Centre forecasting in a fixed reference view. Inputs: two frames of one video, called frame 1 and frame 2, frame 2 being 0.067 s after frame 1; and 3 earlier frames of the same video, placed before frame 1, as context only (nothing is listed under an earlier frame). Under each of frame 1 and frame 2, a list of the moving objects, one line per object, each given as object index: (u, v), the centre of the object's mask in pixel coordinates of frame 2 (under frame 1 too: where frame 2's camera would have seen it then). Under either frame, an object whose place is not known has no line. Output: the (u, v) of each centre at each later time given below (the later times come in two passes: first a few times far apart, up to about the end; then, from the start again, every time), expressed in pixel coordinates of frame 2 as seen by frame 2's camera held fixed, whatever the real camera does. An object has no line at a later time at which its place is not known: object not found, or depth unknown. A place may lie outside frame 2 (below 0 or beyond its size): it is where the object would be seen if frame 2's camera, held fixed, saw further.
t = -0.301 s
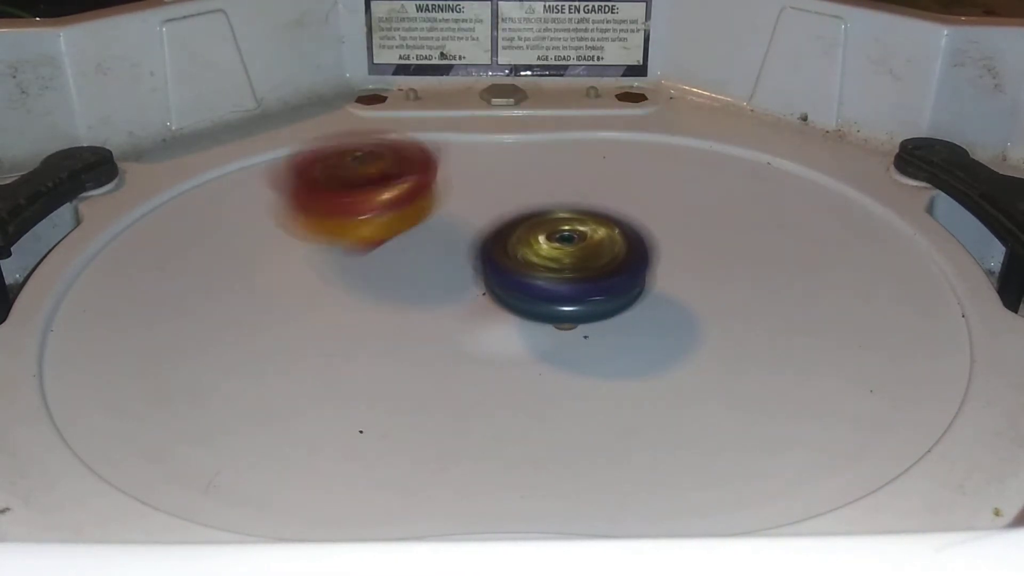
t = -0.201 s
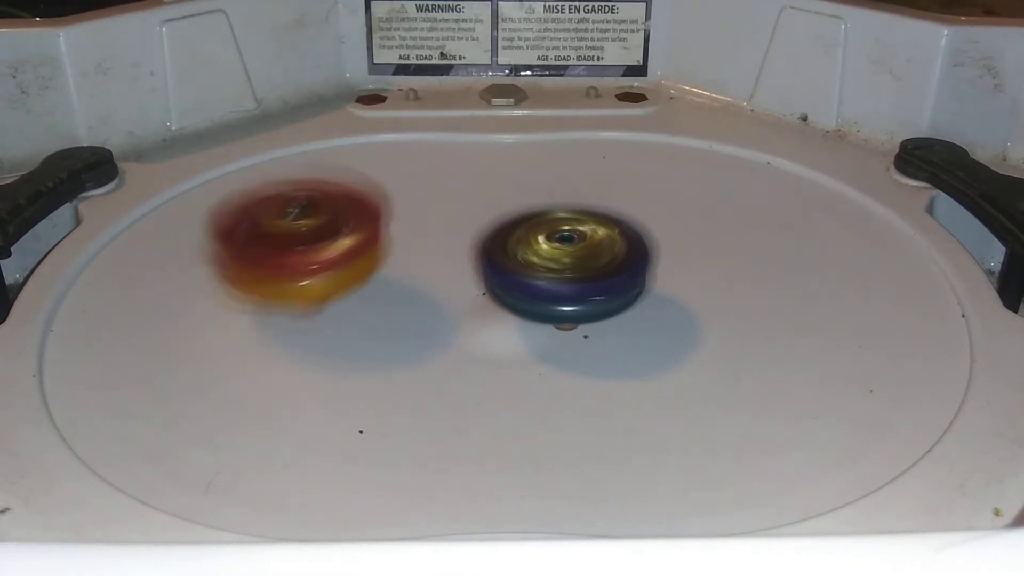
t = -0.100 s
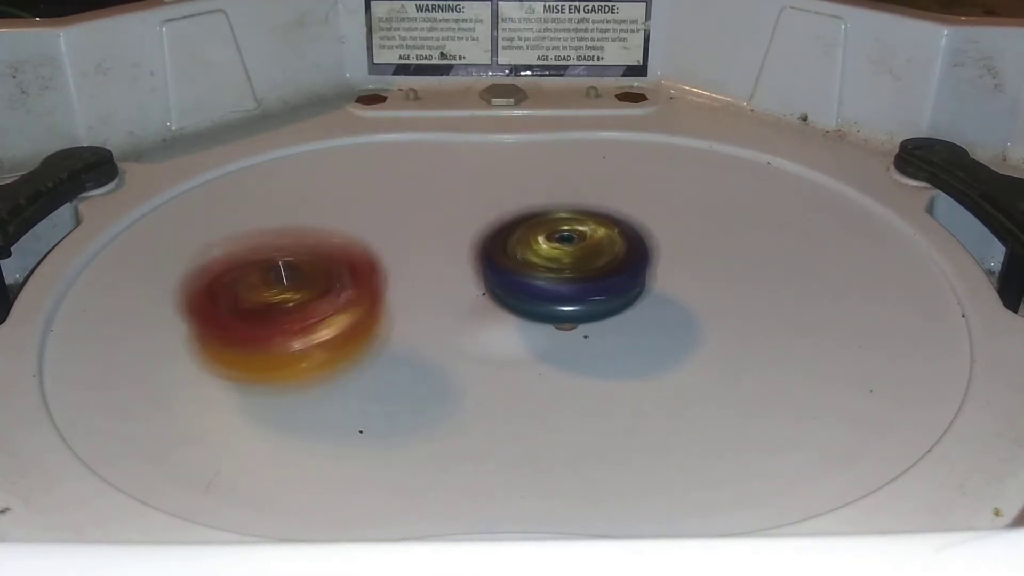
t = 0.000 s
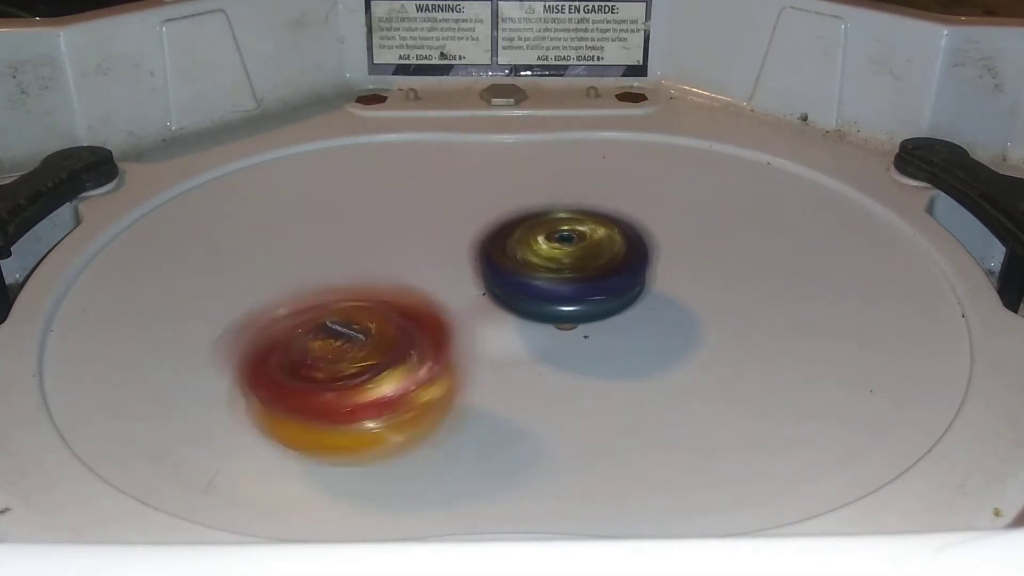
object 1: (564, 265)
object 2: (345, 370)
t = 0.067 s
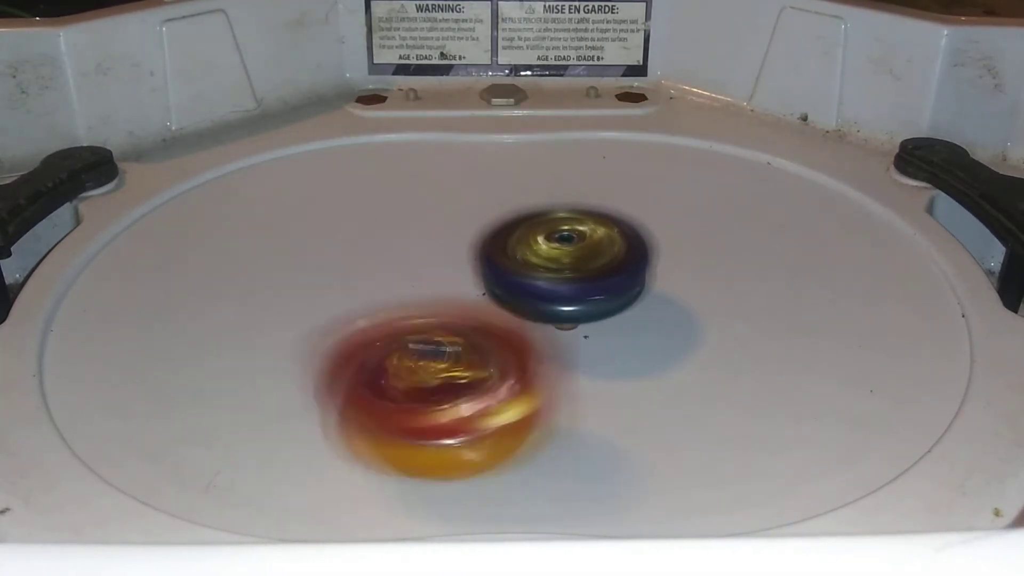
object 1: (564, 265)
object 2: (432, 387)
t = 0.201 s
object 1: (561, 260)
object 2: (655, 383)
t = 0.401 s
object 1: (563, 264)
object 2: (774, 266)
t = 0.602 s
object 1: (563, 264)
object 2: (684, 167)
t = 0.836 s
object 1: (563, 263)
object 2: (466, 152)
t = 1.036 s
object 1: (563, 264)
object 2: (319, 232)
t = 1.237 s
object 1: (564, 264)
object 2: (343, 355)
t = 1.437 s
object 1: (565, 260)
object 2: (591, 390)
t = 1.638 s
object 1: (564, 265)
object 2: (753, 301)
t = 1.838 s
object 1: (523, 255)
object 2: (759, 187)
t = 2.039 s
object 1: (498, 246)
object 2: (653, 124)
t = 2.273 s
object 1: (454, 274)
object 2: (481, 164)
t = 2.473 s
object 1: (422, 308)
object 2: (397, 198)
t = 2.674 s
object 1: (468, 341)
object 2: (330, 212)
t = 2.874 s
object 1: (499, 337)
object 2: (374, 234)
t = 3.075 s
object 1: (540, 323)
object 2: (464, 224)
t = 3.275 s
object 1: (568, 300)
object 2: (513, 194)
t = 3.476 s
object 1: (616, 309)
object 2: (507, 158)
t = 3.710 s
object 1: (705, 383)
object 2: (373, 145)
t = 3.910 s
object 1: (677, 363)
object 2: (398, 239)
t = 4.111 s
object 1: (716, 338)
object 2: (429, 330)
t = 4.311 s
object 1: (726, 321)
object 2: (359, 352)
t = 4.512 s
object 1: (677, 307)
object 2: (340, 340)
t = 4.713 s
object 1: (584, 293)
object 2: (388, 299)
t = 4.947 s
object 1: (677, 248)
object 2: (240, 278)
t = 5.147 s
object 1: (661, 251)
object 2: (292, 253)
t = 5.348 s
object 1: (641, 263)
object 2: (407, 257)
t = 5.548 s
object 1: (733, 268)
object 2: (346, 296)
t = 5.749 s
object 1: (765, 274)
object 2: (243, 324)
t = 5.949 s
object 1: (755, 274)
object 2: (272, 321)
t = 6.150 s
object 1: (718, 281)
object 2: (389, 300)
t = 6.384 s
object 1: (739, 294)
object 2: (394, 293)
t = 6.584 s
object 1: (747, 300)
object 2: (376, 300)
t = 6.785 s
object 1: (735, 305)
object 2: (441, 297)
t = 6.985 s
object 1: (706, 301)
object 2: (504, 297)
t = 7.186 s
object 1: (710, 289)
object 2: (413, 286)
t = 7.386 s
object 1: (657, 277)
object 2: (405, 261)
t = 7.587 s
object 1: (564, 290)
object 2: (435, 230)
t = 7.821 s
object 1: (602, 317)
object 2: (446, 223)
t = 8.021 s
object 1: (610, 305)
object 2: (438, 247)
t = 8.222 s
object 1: (614, 301)
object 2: (392, 236)
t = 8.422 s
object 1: (613, 295)
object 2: (401, 215)
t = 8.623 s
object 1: (590, 288)
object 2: (458, 226)
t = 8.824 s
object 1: (582, 307)
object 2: (464, 230)
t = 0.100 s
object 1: (564, 265)
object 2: (489, 390)
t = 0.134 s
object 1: (564, 264)
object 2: (548, 393)
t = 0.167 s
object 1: (563, 260)
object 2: (605, 391)
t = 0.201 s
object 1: (561, 260)
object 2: (655, 383)
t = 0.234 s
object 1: (562, 263)
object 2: (697, 370)
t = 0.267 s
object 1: (563, 264)
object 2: (729, 353)
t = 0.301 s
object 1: (563, 264)
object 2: (753, 330)
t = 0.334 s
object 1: (563, 264)
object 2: (767, 310)
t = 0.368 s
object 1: (563, 264)
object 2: (774, 288)
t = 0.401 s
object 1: (563, 264)
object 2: (774, 266)
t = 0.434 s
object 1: (563, 264)
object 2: (770, 245)
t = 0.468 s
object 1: (563, 264)
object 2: (760, 226)
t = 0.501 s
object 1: (563, 264)
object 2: (746, 209)
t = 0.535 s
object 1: (563, 264)
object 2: (729, 194)
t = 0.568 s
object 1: (563, 264)
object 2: (708, 179)
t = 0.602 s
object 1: (563, 264)
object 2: (684, 167)
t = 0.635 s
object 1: (562, 264)
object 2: (654, 157)
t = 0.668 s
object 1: (563, 264)
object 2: (625, 150)
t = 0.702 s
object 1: (563, 264)
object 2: (594, 144)
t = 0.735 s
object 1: (563, 264)
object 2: (564, 141)
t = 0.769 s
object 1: (563, 264)
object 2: (528, 141)
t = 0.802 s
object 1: (563, 263)
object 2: (498, 143)
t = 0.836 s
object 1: (563, 263)
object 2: (466, 152)
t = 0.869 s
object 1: (563, 263)
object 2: (434, 162)
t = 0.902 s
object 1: (563, 263)
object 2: (403, 172)
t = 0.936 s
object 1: (563, 264)
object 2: (379, 186)
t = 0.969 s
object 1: (563, 263)
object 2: (354, 200)
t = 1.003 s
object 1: (563, 264)
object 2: (334, 215)
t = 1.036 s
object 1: (563, 264)
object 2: (319, 232)
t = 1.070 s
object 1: (563, 263)
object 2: (308, 250)
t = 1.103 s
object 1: (563, 263)
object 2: (303, 270)
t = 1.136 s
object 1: (563, 264)
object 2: (302, 297)
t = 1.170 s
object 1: (563, 264)
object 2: (309, 316)
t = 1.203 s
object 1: (563, 264)
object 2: (323, 339)
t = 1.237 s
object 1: (564, 264)
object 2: (343, 355)
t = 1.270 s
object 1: (564, 264)
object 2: (372, 369)
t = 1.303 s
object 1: (564, 264)
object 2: (405, 379)
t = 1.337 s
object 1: (564, 264)
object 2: (442, 384)
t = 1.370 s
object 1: (565, 263)
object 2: (490, 388)
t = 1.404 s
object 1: (564, 263)
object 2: (537, 390)
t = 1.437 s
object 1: (565, 260)
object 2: (591, 390)
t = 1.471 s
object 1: (562, 261)
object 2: (634, 383)
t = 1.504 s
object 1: (560, 261)
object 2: (677, 373)
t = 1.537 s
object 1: (560, 264)
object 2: (707, 358)
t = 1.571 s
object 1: (563, 265)
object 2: (729, 339)
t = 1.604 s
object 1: (563, 265)
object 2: (744, 321)
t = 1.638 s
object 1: (564, 265)
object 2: (753, 301)
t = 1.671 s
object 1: (563, 265)
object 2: (756, 281)
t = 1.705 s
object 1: (564, 265)
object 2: (755, 262)
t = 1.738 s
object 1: (548, 264)
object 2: (760, 243)
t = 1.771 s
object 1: (532, 261)
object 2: (765, 223)
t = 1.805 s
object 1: (526, 258)
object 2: (764, 204)
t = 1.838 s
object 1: (523, 255)
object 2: (759, 187)
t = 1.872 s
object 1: (521, 253)
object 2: (748, 171)
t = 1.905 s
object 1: (518, 250)
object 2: (733, 157)
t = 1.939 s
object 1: (514, 247)
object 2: (717, 145)
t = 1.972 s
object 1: (509, 246)
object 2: (698, 136)
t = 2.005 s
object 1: (504, 246)
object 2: (676, 128)
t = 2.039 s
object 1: (498, 246)
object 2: (653, 124)
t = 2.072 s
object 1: (491, 245)
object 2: (627, 123)
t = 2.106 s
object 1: (484, 246)
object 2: (600, 125)
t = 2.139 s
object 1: (480, 248)
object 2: (576, 128)
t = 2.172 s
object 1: (474, 250)
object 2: (550, 135)
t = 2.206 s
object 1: (469, 252)
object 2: (526, 146)
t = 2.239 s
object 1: (465, 255)
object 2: (502, 157)
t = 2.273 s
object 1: (454, 274)
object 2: (481, 164)
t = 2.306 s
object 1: (438, 289)
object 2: (465, 166)
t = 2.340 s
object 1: (429, 298)
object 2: (451, 169)
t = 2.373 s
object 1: (425, 303)
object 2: (434, 174)
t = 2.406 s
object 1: (422, 306)
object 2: (420, 181)
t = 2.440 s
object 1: (421, 307)
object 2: (407, 190)
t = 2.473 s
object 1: (422, 308)
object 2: (397, 198)
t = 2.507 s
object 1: (428, 313)
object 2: (385, 211)
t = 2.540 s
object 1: (446, 332)
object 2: (370, 214)
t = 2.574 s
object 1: (456, 334)
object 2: (356, 212)
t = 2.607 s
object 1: (464, 339)
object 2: (348, 211)
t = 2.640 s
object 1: (466, 341)
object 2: (339, 212)
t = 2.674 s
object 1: (468, 341)
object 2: (330, 212)
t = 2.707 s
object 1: (473, 342)
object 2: (328, 216)
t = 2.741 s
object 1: (477, 342)
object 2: (327, 217)
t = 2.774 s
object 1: (482, 341)
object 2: (336, 221)
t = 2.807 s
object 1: (488, 340)
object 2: (345, 225)
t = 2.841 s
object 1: (494, 338)
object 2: (359, 229)
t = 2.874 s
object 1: (499, 337)
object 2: (374, 234)
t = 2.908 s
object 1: (506, 334)
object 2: (391, 236)
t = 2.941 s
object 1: (512, 332)
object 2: (406, 237)
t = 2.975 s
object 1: (522, 334)
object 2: (425, 237)
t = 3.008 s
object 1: (532, 333)
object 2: (441, 233)
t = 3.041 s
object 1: (536, 326)
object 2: (452, 227)
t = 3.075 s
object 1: (540, 323)
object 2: (464, 224)
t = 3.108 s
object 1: (545, 318)
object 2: (475, 219)
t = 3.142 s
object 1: (551, 314)
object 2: (486, 214)
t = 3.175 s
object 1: (555, 311)
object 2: (497, 209)
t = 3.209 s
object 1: (559, 307)
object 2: (506, 203)
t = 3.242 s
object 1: (566, 305)
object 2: (511, 200)
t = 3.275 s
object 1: (568, 300)
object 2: (513, 194)
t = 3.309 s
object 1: (569, 293)
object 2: (515, 189)
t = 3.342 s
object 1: (571, 288)
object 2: (517, 184)
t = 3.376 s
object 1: (573, 282)
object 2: (516, 180)
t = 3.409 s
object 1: (574, 276)
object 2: (518, 179)
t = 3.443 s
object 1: (579, 274)
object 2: (521, 178)
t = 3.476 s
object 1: (616, 309)
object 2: (507, 158)
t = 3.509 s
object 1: (652, 340)
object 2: (492, 120)
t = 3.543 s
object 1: (681, 361)
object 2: (470, 104)
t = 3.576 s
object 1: (705, 377)
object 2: (446, 102)
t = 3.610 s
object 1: (716, 386)
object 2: (425, 113)
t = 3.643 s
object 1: (715, 386)
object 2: (405, 124)
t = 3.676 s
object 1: (709, 385)
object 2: (388, 133)
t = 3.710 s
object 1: (705, 383)
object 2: (373, 145)
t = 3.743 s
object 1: (700, 381)
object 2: (367, 159)
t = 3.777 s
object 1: (696, 377)
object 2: (366, 175)
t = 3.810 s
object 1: (691, 373)
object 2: (370, 191)
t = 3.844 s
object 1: (687, 370)
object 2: (377, 211)
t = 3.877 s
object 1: (682, 366)
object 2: (388, 223)
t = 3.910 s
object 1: (677, 363)
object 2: (398, 239)
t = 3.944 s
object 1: (672, 359)
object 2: (411, 260)
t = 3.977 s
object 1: (666, 357)
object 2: (429, 272)
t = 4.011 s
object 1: (661, 353)
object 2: (445, 292)
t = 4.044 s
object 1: (658, 349)
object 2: (461, 311)
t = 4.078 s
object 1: (685, 344)
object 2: (451, 314)
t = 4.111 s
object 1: (716, 338)
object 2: (429, 330)
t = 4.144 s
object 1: (735, 332)
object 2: (409, 339)
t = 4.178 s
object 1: (739, 329)
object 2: (398, 340)
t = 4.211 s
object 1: (737, 327)
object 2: (390, 343)
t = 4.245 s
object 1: (734, 324)
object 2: (381, 348)
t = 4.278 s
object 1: (730, 322)
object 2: (374, 350)
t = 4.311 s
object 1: (726, 321)
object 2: (359, 352)
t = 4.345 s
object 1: (721, 319)
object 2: (348, 357)
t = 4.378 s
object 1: (715, 317)
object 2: (345, 355)
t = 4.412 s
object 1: (707, 314)
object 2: (342, 352)
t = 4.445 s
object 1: (697, 312)
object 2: (340, 349)
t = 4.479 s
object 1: (687, 310)
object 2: (337, 344)
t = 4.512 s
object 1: (677, 307)
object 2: (340, 340)
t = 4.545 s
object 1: (664, 305)
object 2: (344, 333)
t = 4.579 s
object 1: (648, 304)
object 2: (351, 325)
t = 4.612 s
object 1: (631, 301)
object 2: (361, 316)
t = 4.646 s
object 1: (614, 298)
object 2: (373, 309)
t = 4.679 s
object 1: (596, 296)
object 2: (384, 306)
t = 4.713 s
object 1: (584, 293)
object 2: (388, 299)
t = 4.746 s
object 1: (618, 281)
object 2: (337, 298)
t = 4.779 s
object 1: (648, 266)
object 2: (297, 296)
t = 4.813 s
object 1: (668, 256)
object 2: (272, 295)
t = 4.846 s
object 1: (678, 250)
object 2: (261, 293)
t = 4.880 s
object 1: (682, 246)
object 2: (254, 288)
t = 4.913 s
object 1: (678, 246)
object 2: (243, 282)
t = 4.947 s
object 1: (677, 248)
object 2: (240, 278)
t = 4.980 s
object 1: (676, 248)
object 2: (241, 274)
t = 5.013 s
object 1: (673, 247)
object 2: (247, 269)
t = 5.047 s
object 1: (669, 248)
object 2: (253, 263)
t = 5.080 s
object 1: (666, 249)
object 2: (263, 260)
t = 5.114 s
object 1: (663, 251)
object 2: (277, 258)
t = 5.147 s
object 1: (661, 251)
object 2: (292, 253)
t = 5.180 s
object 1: (657, 253)
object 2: (314, 250)
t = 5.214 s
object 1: (652, 254)
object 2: (337, 250)
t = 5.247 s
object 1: (650, 257)
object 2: (352, 250)
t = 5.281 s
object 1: (646, 258)
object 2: (366, 252)
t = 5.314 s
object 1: (643, 260)
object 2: (388, 251)
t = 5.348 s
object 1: (641, 263)
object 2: (407, 257)
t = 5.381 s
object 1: (637, 267)
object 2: (424, 261)
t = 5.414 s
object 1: (634, 269)
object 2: (441, 266)
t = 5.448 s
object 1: (637, 273)
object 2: (449, 268)
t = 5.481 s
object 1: (681, 271)
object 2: (407, 274)
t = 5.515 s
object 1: (709, 264)
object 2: (374, 282)
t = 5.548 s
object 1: (733, 268)
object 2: (346, 296)
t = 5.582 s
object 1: (748, 270)
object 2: (320, 302)
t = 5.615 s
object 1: (758, 272)
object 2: (298, 312)
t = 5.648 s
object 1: (764, 275)
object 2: (286, 317)
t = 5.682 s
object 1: (765, 275)
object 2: (272, 320)
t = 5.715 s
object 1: (767, 273)
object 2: (259, 322)
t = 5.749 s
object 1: (765, 274)
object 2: (243, 324)
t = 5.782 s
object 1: (765, 273)
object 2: (236, 329)
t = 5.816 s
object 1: (764, 273)
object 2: (237, 329)
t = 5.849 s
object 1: (762, 272)
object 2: (239, 327)
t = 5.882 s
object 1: (761, 272)
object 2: (247, 326)
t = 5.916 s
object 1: (757, 273)
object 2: (258, 324)
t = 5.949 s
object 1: (755, 274)
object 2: (272, 321)
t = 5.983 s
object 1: (753, 275)
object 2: (286, 315)
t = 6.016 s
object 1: (750, 277)
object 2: (305, 311)
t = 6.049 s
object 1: (744, 276)
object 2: (324, 305)
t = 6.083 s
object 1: (737, 278)
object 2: (345, 302)
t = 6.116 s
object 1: (728, 279)
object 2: (368, 299)
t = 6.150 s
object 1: (718, 281)
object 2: (389, 300)
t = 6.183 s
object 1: (705, 284)
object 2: (410, 300)
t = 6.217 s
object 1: (693, 287)
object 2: (426, 299)
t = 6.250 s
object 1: (676, 292)
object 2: (447, 298)
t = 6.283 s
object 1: (664, 295)
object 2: (467, 298)
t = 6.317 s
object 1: (686, 291)
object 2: (454, 294)
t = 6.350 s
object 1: (713, 290)
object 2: (422, 299)
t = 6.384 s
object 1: (739, 294)
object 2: (394, 293)
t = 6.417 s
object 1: (749, 295)
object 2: (378, 294)
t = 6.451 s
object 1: (754, 298)
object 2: (372, 293)
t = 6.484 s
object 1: (754, 300)
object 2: (374, 298)
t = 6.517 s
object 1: (752, 299)
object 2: (375, 297)
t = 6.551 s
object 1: (751, 299)
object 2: (377, 299)
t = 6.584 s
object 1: (747, 300)
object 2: (376, 300)
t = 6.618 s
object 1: (747, 300)
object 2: (383, 298)
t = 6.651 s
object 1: (745, 300)
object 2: (396, 299)
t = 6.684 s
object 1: (742, 302)
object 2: (409, 298)
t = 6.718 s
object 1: (742, 304)
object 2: (421, 298)
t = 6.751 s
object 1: (740, 306)
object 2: (431, 299)
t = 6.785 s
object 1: (735, 305)
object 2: (441, 297)
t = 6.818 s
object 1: (731, 307)
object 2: (452, 297)
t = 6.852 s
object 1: (725, 306)
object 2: (467, 294)
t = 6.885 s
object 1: (715, 308)
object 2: (486, 295)
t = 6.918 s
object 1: (706, 310)
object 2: (505, 295)
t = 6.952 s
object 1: (708, 304)
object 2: (508, 296)
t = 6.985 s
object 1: (706, 301)
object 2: (504, 297)
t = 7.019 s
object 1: (704, 300)
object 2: (504, 299)
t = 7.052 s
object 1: (712, 300)
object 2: (484, 294)
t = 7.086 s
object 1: (715, 296)
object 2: (463, 296)
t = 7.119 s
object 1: (715, 294)
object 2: (446, 286)
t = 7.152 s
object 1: (711, 291)
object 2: (427, 290)
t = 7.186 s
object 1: (710, 289)
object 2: (413, 286)
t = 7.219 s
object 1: (706, 288)
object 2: (404, 283)
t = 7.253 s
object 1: (700, 286)
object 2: (399, 280)
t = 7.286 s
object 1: (692, 282)
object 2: (397, 274)
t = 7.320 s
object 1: (683, 281)
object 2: (395, 272)
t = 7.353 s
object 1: (670, 279)
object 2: (402, 263)
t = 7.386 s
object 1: (657, 277)
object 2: (405, 261)
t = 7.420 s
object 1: (642, 277)
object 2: (407, 252)
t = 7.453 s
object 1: (624, 280)
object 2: (413, 246)
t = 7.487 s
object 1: (607, 282)
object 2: (421, 246)
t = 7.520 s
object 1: (590, 283)
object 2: (432, 243)
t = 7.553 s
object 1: (573, 288)
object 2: (436, 238)
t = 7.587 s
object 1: (564, 290)
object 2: (435, 230)
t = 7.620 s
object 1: (579, 297)
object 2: (437, 228)
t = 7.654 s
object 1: (587, 302)
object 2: (430, 224)
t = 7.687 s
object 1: (590, 304)
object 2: (431, 221)
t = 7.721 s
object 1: (592, 308)
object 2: (437, 219)
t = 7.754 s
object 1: (596, 312)
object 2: (442, 219)
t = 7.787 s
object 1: (601, 316)
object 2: (446, 221)
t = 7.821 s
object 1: (602, 317)
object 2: (446, 223)
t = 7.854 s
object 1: (605, 316)
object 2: (445, 227)
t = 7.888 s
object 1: (610, 314)
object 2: (443, 229)
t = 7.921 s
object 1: (614, 311)
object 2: (442, 235)
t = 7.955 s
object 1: (613, 310)
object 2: (441, 239)
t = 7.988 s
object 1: (614, 308)
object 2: (443, 243)
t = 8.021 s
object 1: (610, 305)
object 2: (438, 247)
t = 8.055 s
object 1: (605, 303)
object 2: (436, 249)
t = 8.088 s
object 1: (600, 302)
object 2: (432, 250)
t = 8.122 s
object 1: (595, 299)
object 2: (428, 250)
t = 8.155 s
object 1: (592, 295)
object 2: (423, 249)
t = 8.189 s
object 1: (608, 301)
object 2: (404, 242)
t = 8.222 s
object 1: (614, 301)
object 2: (392, 236)
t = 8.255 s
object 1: (622, 307)
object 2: (377, 226)
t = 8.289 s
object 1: (623, 301)
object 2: (371, 219)
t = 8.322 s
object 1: (622, 299)
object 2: (376, 216)
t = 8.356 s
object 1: (623, 297)
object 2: (384, 215)
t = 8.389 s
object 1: (616, 297)
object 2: (390, 212)
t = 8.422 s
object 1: (613, 295)
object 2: (401, 215)
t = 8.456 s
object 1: (606, 292)
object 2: (411, 220)
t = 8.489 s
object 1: (605, 291)
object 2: (420, 220)
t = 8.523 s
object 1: (598, 290)
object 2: (431, 222)
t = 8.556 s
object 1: (594, 287)
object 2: (444, 225)
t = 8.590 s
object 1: (589, 288)
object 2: (456, 226)
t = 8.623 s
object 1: (590, 288)
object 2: (458, 226)
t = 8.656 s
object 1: (588, 289)
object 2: (461, 228)
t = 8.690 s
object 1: (589, 291)
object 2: (463, 230)
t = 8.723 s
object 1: (587, 295)
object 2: (464, 230)
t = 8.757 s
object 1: (587, 299)
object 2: (468, 228)
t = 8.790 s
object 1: (587, 303)
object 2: (467, 229)
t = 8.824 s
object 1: (582, 307)
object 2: (464, 230)
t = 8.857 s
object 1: (576, 311)
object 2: (462, 229)
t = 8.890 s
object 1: (568, 314)
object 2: (462, 227)
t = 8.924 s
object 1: (560, 317)
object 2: (463, 225)
